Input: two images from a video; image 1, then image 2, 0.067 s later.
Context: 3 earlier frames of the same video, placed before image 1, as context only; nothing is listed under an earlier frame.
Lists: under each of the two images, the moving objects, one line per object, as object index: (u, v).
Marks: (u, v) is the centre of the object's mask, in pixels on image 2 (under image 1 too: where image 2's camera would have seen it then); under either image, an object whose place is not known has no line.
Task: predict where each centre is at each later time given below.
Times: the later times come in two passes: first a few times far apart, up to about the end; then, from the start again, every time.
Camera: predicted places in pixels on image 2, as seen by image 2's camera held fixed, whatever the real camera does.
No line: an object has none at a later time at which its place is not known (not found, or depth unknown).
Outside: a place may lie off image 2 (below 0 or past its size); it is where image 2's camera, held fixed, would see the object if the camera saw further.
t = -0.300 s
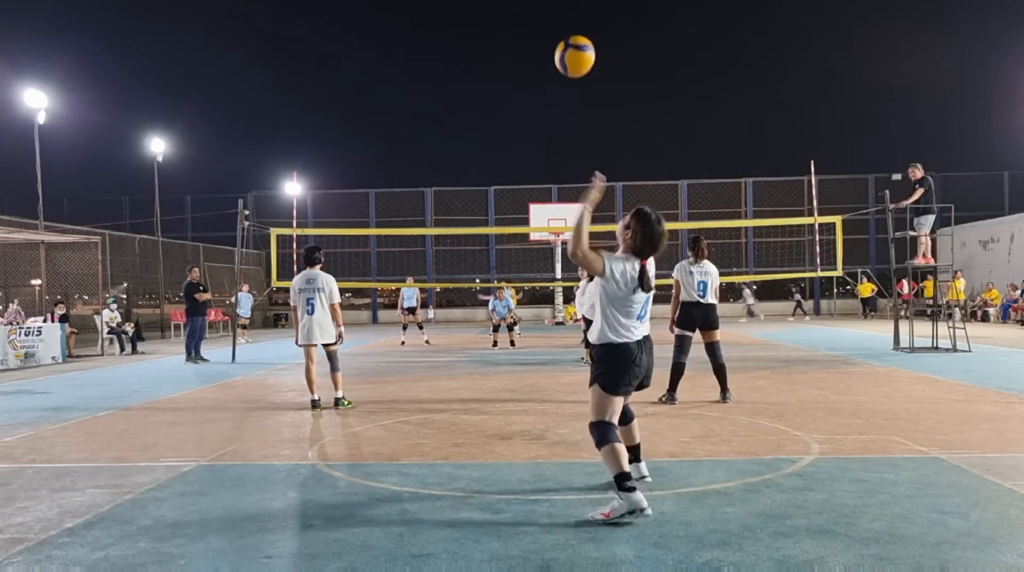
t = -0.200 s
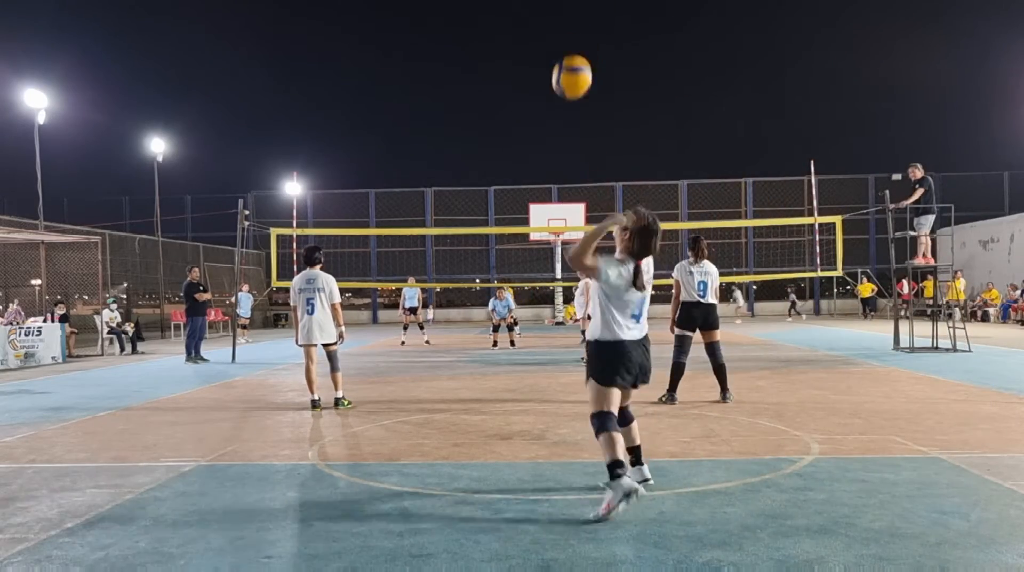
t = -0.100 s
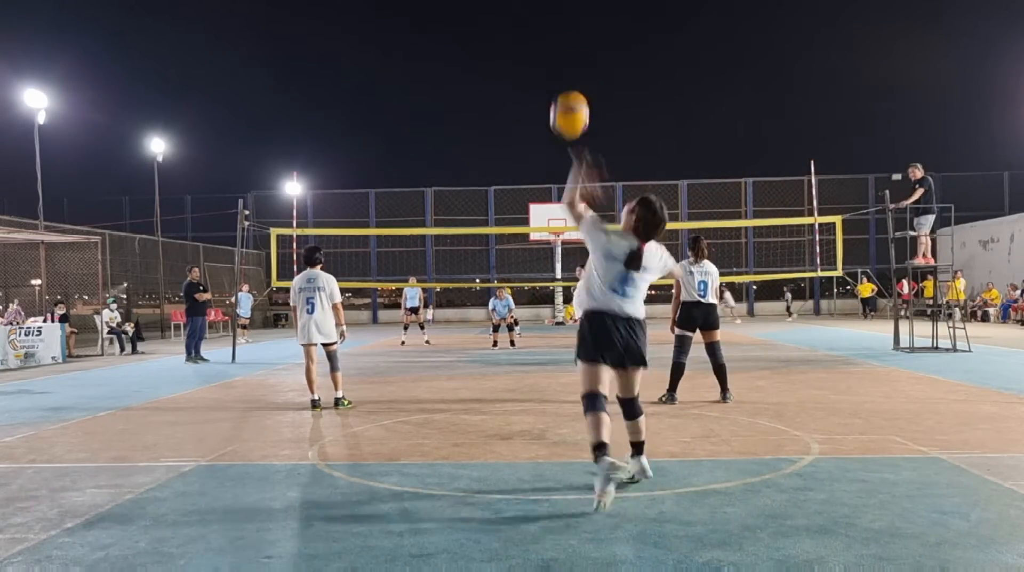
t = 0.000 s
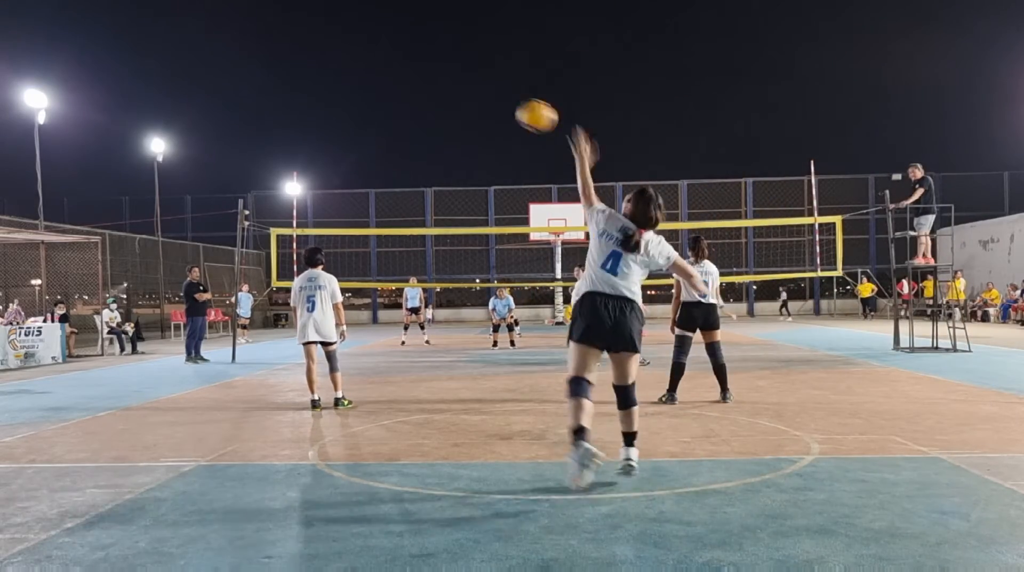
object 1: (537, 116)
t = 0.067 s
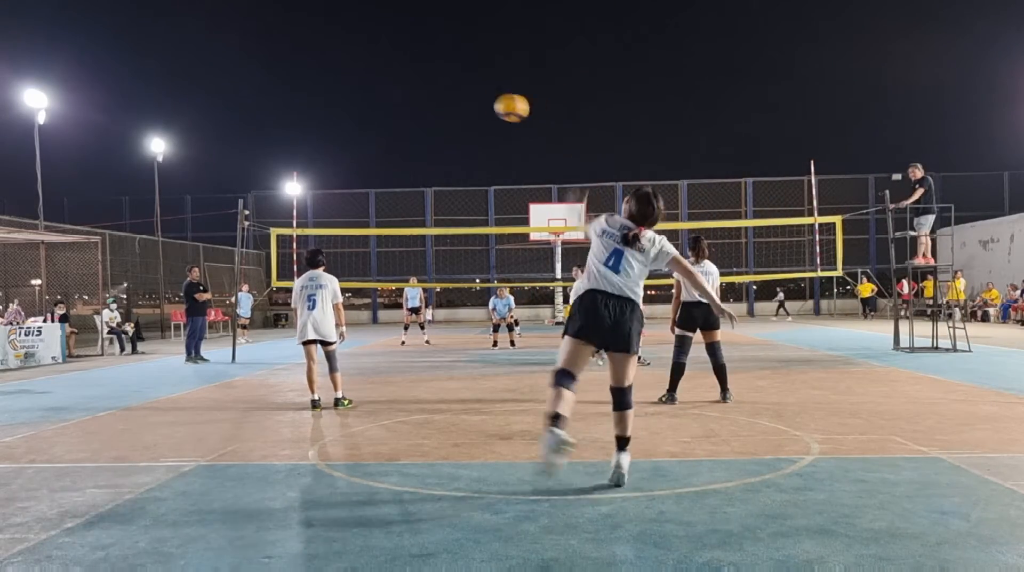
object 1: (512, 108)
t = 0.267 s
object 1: (467, 115)
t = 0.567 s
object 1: (434, 169)
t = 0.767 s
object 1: (425, 213)
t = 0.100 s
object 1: (502, 106)
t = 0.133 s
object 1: (493, 105)
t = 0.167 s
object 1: (485, 106)
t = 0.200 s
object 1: (478, 108)
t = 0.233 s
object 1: (472, 111)
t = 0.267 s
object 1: (467, 115)
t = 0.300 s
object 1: (462, 120)
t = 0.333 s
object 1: (457, 124)
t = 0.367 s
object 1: (453, 130)
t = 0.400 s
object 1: (449, 136)
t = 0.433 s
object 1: (445, 142)
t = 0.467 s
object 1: (442, 149)
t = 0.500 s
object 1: (439, 155)
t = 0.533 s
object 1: (437, 162)
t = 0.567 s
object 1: (434, 169)
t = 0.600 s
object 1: (433, 176)
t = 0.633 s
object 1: (431, 183)
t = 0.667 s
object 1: (429, 191)
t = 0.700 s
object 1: (428, 197)
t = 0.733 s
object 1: (426, 206)
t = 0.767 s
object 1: (425, 213)
